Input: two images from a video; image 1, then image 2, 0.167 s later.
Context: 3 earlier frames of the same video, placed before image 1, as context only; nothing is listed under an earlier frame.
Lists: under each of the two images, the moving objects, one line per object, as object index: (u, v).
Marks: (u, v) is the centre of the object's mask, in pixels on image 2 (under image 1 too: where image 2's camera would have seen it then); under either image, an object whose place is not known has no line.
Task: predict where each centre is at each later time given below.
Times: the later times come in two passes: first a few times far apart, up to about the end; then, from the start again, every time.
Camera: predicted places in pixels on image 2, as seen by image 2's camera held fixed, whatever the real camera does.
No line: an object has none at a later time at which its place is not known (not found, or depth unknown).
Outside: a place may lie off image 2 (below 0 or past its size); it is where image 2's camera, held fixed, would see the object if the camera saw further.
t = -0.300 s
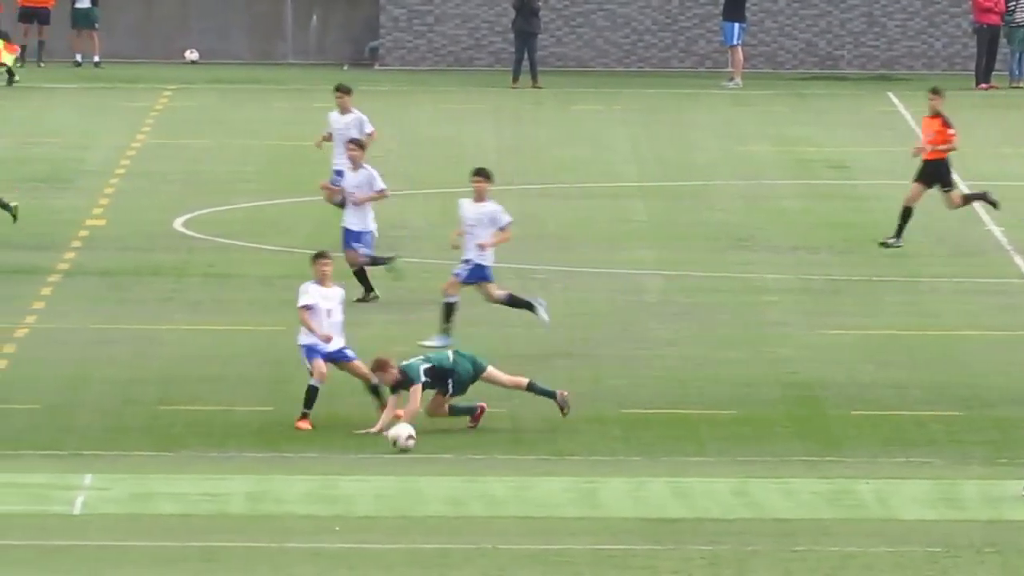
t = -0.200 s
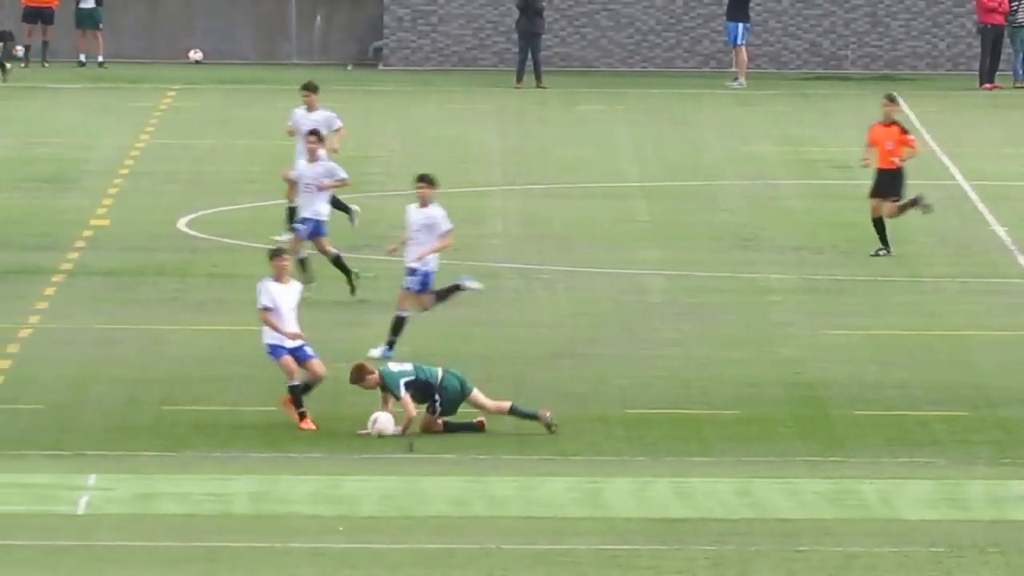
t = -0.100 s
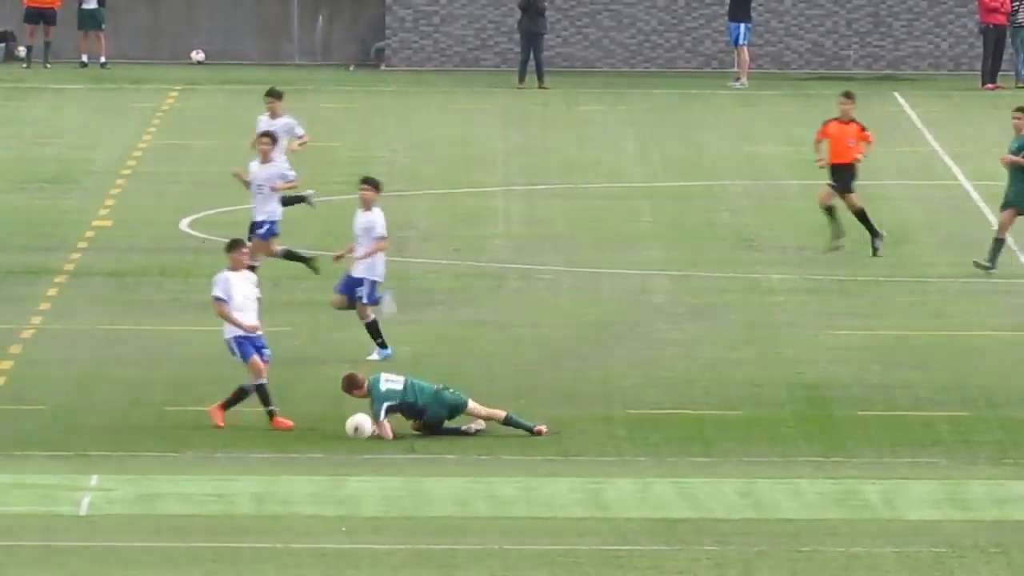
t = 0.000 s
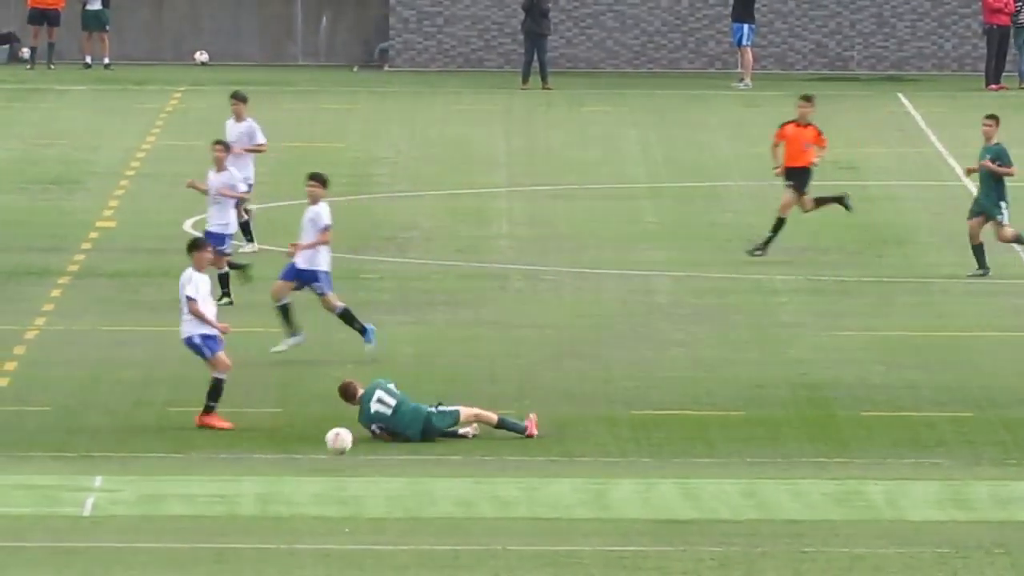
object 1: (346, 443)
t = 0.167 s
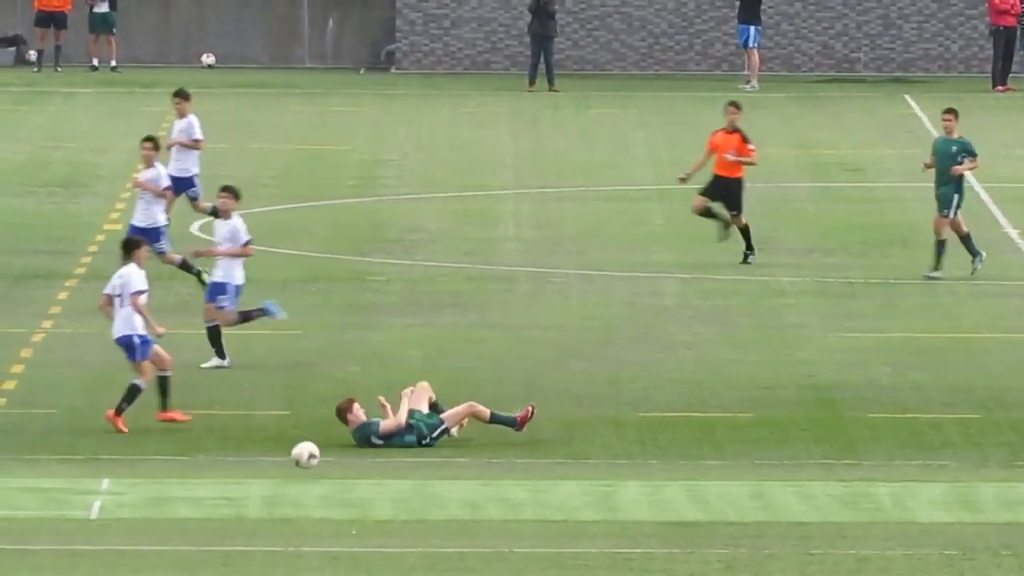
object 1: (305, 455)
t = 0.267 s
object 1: (281, 455)
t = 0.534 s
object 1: (216, 472)
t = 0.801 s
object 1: (151, 492)
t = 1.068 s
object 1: (86, 509)
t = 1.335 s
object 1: (18, 532)
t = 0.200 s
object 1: (297, 454)
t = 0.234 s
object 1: (289, 454)
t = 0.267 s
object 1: (281, 455)
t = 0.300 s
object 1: (272, 459)
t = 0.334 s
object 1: (265, 463)
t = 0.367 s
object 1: (257, 468)
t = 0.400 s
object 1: (248, 476)
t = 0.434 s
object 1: (240, 476)
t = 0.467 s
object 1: (232, 473)
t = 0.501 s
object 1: (224, 472)
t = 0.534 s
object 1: (216, 472)
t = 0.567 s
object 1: (208, 473)
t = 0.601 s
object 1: (200, 475)
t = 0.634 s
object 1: (192, 479)
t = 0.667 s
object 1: (183, 485)
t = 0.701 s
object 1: (176, 492)
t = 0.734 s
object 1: (167, 493)
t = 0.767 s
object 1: (159, 491)
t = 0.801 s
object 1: (151, 492)
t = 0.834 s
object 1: (143, 493)
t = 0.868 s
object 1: (134, 496)
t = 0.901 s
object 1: (126, 501)
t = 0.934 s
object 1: (118, 507)
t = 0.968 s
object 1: (110, 508)
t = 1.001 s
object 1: (102, 506)
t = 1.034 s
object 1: (94, 507)
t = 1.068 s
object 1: (86, 509)
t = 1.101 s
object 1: (77, 512)
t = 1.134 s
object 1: (68, 518)
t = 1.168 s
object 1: (60, 520)
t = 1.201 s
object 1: (52, 520)
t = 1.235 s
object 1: (44, 520)
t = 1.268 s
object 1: (36, 522)
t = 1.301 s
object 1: (27, 526)
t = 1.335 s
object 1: (18, 532)
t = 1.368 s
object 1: (11, 533)
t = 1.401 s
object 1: (2, 533)
